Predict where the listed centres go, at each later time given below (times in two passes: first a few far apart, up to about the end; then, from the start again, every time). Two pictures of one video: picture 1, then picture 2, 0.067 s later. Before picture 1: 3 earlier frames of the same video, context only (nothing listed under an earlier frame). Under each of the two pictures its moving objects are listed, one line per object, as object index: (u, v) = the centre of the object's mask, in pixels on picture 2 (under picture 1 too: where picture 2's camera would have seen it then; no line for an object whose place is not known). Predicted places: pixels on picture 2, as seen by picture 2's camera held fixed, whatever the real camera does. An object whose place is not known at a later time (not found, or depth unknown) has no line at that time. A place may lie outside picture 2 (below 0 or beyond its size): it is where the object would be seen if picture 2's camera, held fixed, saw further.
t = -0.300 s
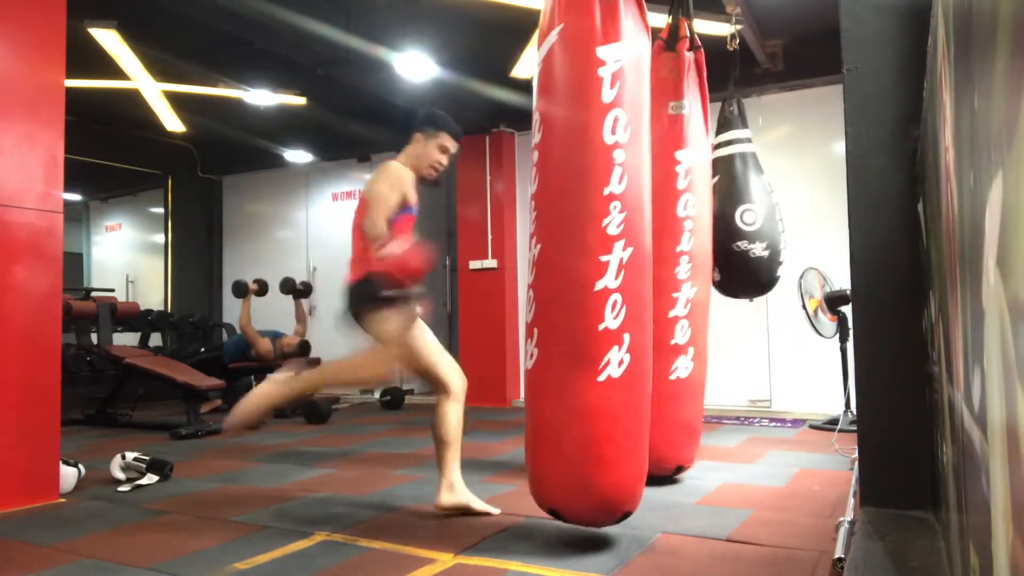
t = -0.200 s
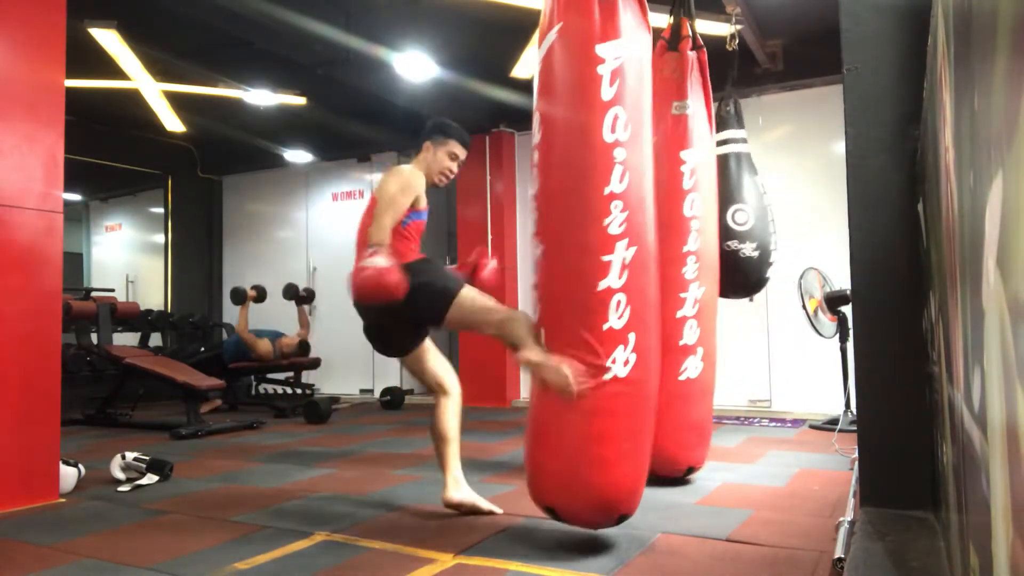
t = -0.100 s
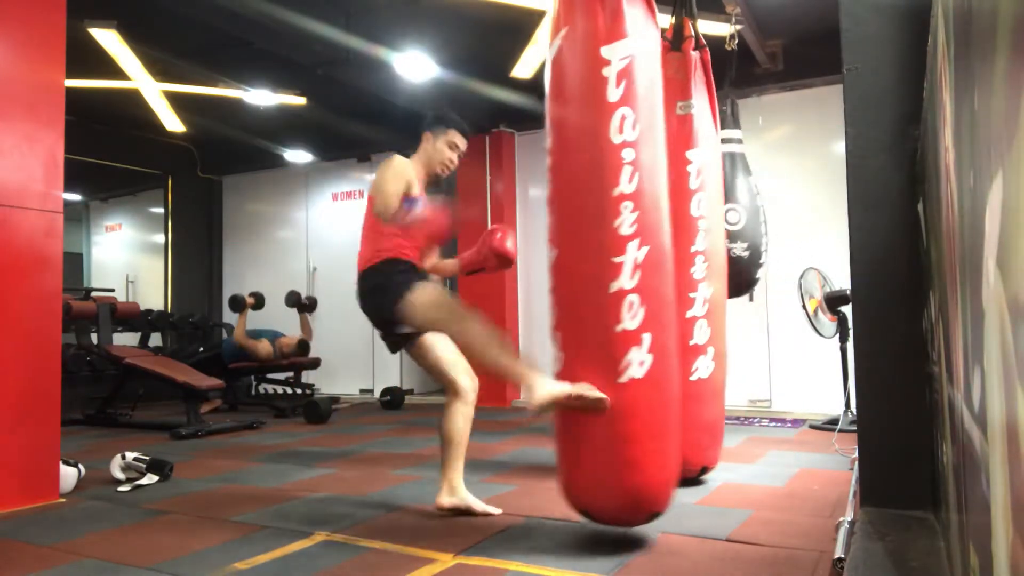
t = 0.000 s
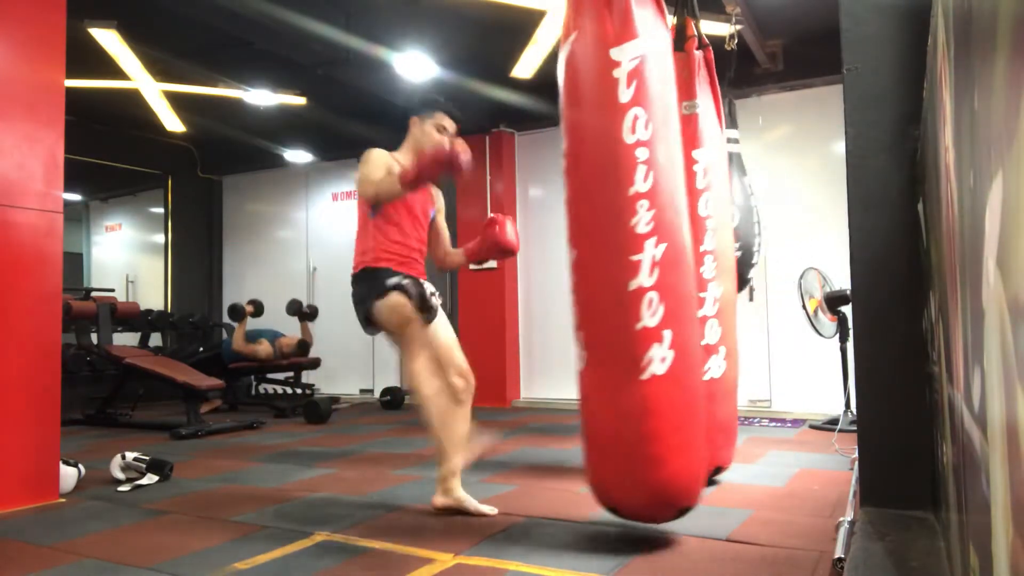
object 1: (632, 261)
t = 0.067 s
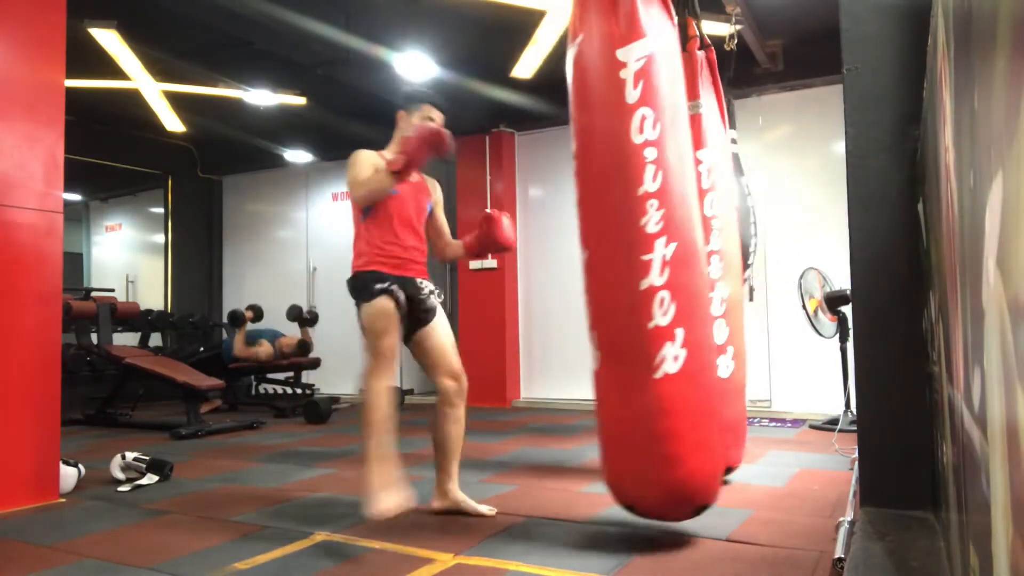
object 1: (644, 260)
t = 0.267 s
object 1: (672, 257)
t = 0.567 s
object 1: (681, 252)
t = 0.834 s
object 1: (658, 256)
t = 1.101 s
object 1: (613, 262)
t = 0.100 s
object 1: (649, 259)
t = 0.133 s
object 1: (654, 258)
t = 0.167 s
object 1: (659, 258)
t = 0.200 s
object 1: (663, 257)
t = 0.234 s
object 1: (668, 258)
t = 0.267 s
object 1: (672, 257)
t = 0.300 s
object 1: (674, 256)
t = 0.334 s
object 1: (677, 256)
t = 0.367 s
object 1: (680, 255)
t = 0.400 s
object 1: (681, 255)
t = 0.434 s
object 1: (682, 254)
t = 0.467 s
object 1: (683, 254)
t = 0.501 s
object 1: (683, 254)
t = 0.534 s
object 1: (682, 252)
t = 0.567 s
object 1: (681, 252)
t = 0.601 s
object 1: (680, 252)
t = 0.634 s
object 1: (678, 252)
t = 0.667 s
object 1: (676, 252)
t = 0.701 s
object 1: (673, 252)
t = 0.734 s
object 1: (670, 253)
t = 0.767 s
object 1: (666, 254)
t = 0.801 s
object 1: (662, 255)
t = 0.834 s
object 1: (658, 256)
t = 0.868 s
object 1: (653, 256)
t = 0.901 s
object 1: (649, 257)
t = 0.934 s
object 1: (644, 259)
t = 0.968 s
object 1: (638, 260)
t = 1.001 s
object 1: (632, 261)
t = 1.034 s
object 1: (626, 262)
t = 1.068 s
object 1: (620, 262)
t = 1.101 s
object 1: (613, 262)
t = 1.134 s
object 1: (607, 264)
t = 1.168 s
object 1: (600, 264)
